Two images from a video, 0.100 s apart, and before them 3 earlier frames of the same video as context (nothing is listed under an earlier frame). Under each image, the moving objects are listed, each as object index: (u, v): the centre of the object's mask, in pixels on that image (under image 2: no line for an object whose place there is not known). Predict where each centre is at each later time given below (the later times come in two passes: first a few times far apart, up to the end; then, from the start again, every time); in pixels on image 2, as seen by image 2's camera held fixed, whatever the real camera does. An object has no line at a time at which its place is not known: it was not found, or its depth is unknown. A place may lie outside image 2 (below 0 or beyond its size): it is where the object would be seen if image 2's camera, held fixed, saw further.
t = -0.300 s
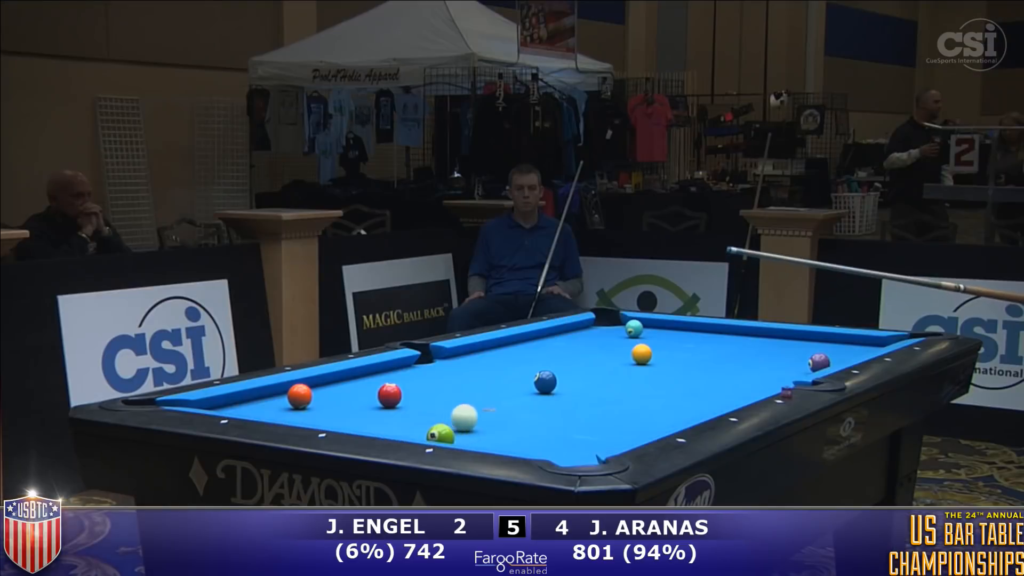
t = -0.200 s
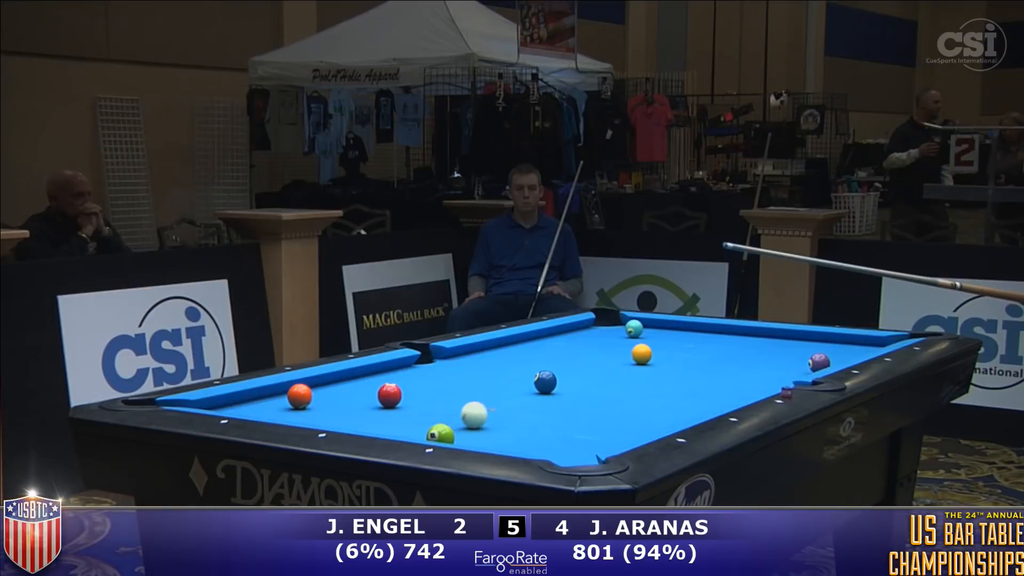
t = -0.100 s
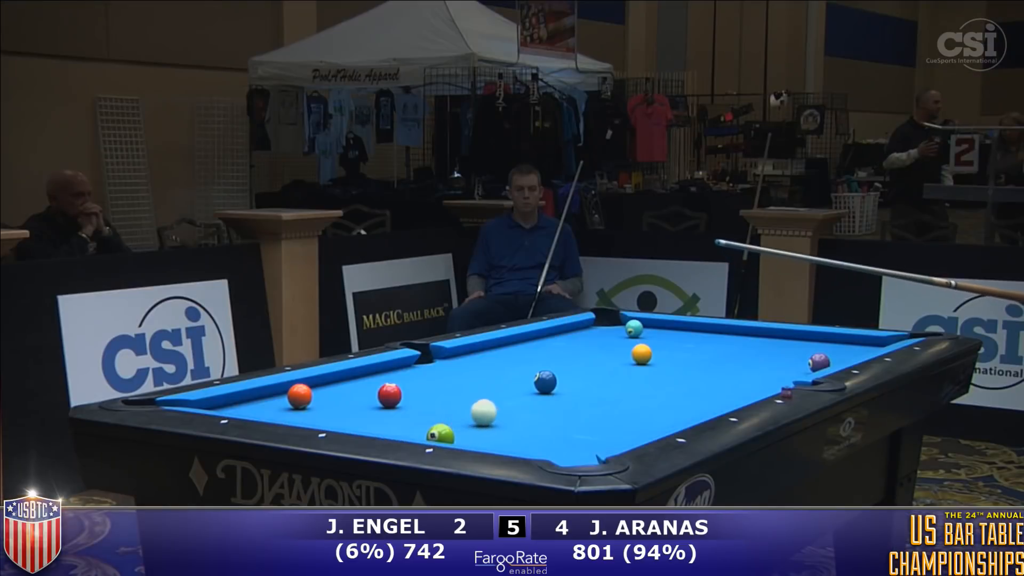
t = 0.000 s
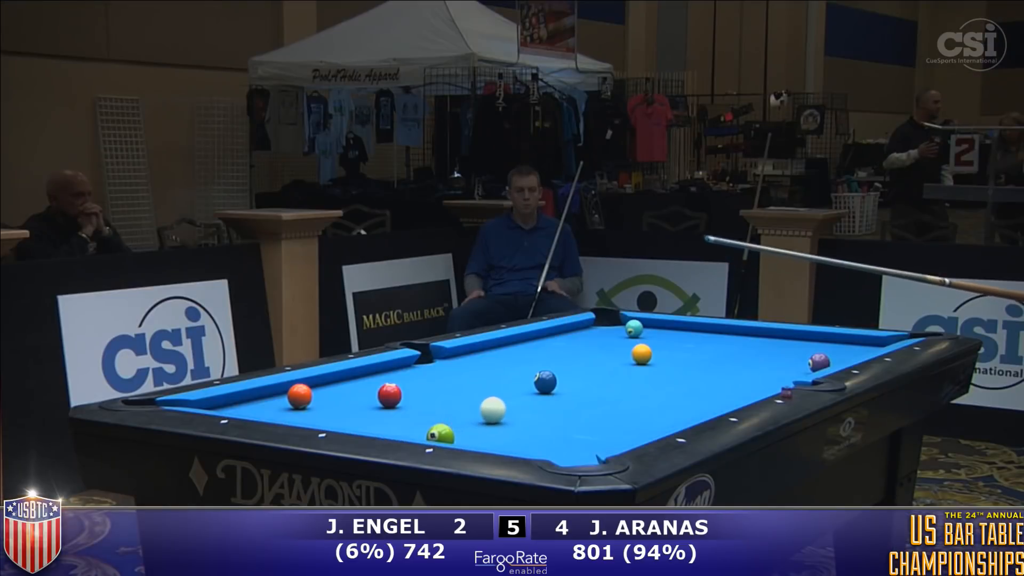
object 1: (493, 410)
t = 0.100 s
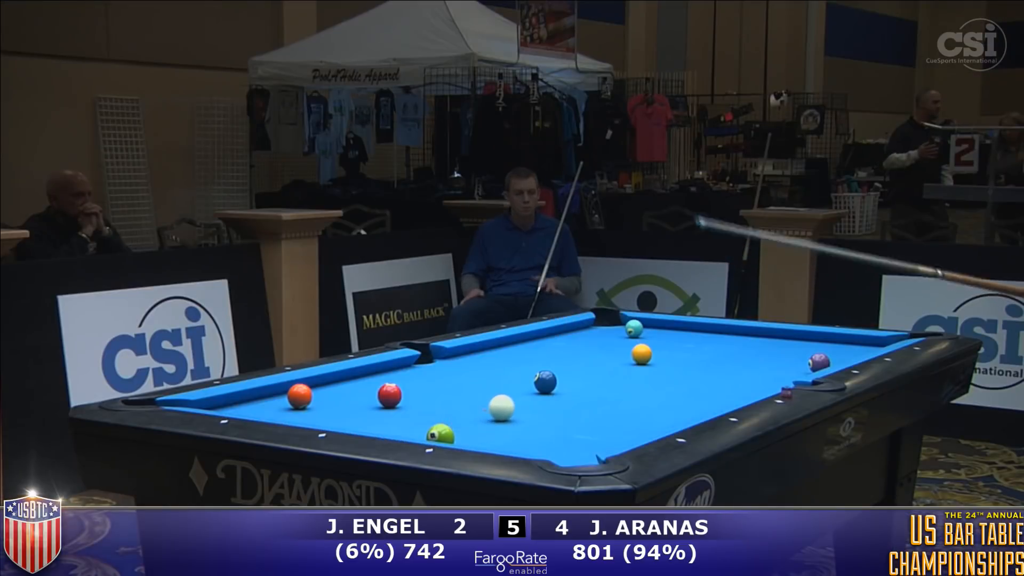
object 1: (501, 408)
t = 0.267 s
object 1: (515, 404)
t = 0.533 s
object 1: (535, 399)
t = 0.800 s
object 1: (553, 394)
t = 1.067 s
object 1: (570, 389)
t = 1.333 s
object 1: (584, 385)
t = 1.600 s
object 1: (597, 382)
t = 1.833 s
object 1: (607, 379)
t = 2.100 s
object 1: (617, 377)
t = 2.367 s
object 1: (626, 374)
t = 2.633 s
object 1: (634, 372)
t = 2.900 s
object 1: (641, 370)
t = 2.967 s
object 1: (642, 370)
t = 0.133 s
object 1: (504, 407)
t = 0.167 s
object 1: (507, 406)
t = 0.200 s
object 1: (510, 405)
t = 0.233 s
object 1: (512, 405)
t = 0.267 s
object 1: (515, 404)
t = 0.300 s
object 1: (518, 403)
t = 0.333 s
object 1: (520, 403)
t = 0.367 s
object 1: (523, 402)
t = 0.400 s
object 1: (526, 401)
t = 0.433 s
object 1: (528, 401)
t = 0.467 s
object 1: (530, 400)
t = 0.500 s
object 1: (533, 399)
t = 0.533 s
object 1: (535, 399)
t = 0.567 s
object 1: (538, 398)
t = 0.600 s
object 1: (540, 397)
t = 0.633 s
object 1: (542, 397)
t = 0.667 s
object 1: (545, 396)
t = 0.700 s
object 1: (547, 396)
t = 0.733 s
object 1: (549, 395)
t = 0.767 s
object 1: (551, 394)
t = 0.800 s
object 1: (553, 394)
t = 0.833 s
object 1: (556, 393)
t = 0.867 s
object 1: (558, 393)
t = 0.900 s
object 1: (560, 392)
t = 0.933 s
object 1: (562, 392)
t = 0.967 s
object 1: (564, 391)
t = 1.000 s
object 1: (566, 391)
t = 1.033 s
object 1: (567, 390)
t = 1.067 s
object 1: (570, 389)
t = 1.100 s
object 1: (571, 389)
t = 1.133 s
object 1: (573, 388)
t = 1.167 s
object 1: (575, 388)
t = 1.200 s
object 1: (577, 387)
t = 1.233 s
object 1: (579, 387)
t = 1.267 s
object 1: (580, 386)
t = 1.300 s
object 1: (582, 386)
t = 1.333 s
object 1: (584, 385)
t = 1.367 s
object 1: (585, 385)
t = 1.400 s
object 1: (587, 384)
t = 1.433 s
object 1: (589, 384)
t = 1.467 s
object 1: (590, 384)
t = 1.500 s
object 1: (592, 383)
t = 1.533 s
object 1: (593, 383)
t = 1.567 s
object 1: (595, 382)
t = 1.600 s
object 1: (597, 382)
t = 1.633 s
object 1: (598, 381)
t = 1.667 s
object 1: (600, 381)
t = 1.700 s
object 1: (601, 381)
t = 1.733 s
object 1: (602, 380)
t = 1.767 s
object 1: (604, 380)
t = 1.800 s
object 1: (605, 379)
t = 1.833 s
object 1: (607, 379)
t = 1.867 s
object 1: (608, 379)
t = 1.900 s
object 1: (609, 378)
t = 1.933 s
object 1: (611, 378)
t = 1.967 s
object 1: (612, 378)
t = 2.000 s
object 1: (613, 377)
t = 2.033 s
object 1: (614, 377)
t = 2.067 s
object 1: (616, 377)
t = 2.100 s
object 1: (617, 377)
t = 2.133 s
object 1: (618, 376)
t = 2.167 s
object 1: (619, 376)
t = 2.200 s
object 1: (620, 375)
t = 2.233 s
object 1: (621, 375)
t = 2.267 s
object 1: (622, 375)
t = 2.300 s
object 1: (623, 375)
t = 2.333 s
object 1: (625, 374)
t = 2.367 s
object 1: (626, 374)
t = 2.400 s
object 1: (627, 374)
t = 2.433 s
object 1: (628, 374)
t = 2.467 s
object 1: (629, 373)
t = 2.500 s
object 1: (630, 373)
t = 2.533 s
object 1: (631, 373)
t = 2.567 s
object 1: (632, 372)
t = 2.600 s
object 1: (633, 372)
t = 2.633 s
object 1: (634, 372)
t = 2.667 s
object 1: (635, 372)
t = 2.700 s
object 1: (636, 371)
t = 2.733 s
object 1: (637, 371)
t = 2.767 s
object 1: (637, 371)
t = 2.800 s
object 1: (638, 371)
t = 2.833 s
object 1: (639, 371)
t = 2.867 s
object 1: (640, 370)
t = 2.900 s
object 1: (641, 370)
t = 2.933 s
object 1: (641, 370)
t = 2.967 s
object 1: (642, 370)
